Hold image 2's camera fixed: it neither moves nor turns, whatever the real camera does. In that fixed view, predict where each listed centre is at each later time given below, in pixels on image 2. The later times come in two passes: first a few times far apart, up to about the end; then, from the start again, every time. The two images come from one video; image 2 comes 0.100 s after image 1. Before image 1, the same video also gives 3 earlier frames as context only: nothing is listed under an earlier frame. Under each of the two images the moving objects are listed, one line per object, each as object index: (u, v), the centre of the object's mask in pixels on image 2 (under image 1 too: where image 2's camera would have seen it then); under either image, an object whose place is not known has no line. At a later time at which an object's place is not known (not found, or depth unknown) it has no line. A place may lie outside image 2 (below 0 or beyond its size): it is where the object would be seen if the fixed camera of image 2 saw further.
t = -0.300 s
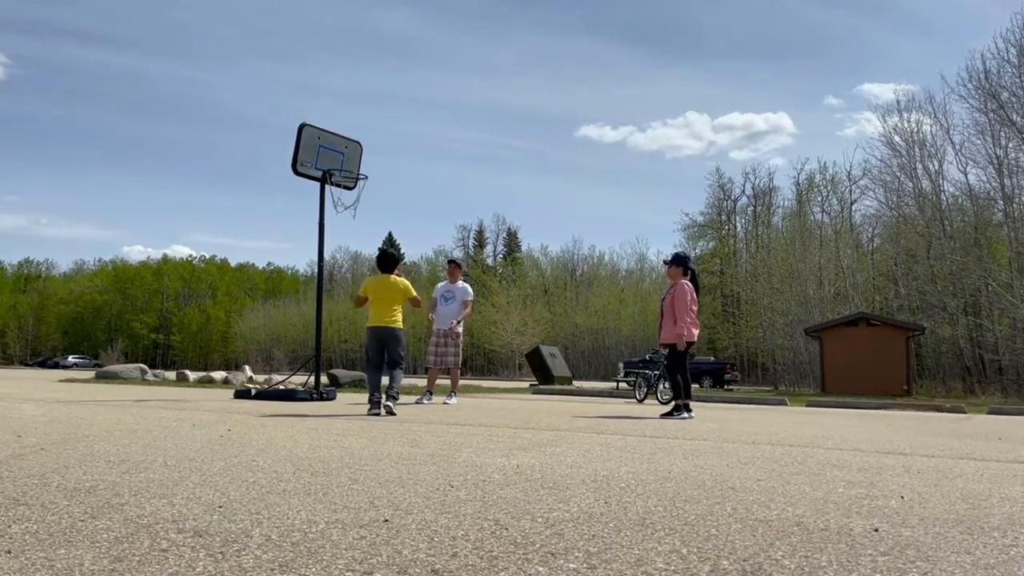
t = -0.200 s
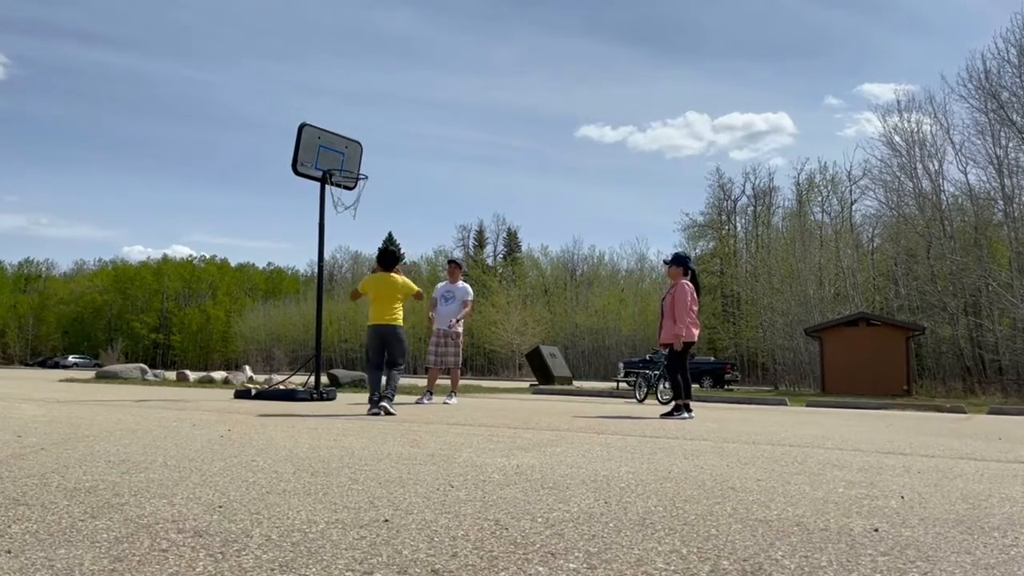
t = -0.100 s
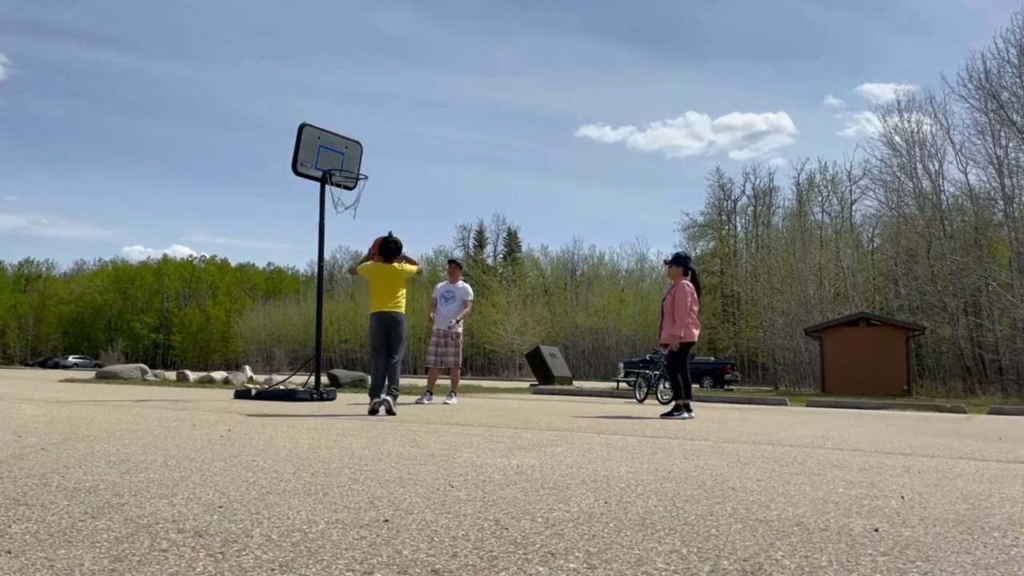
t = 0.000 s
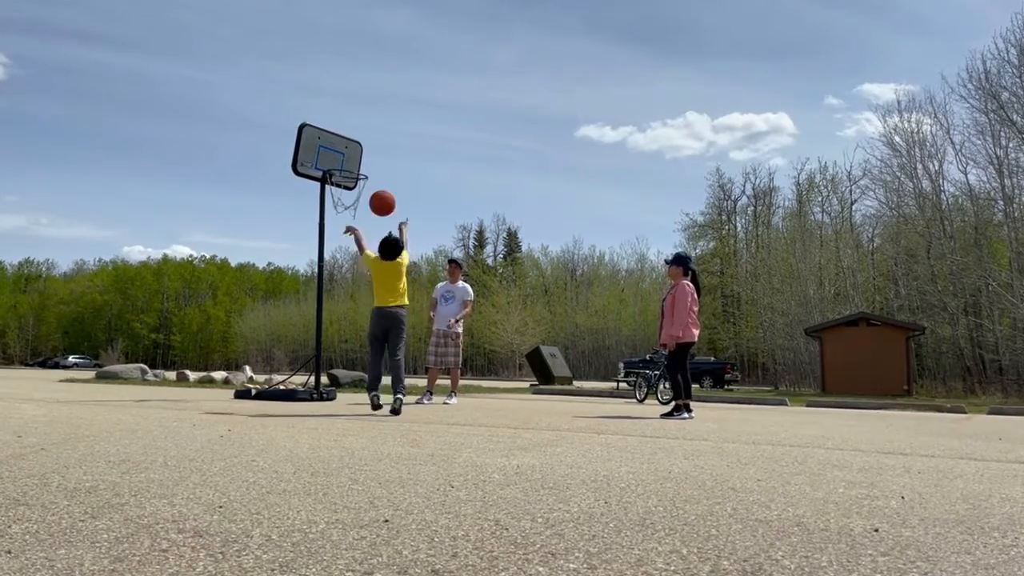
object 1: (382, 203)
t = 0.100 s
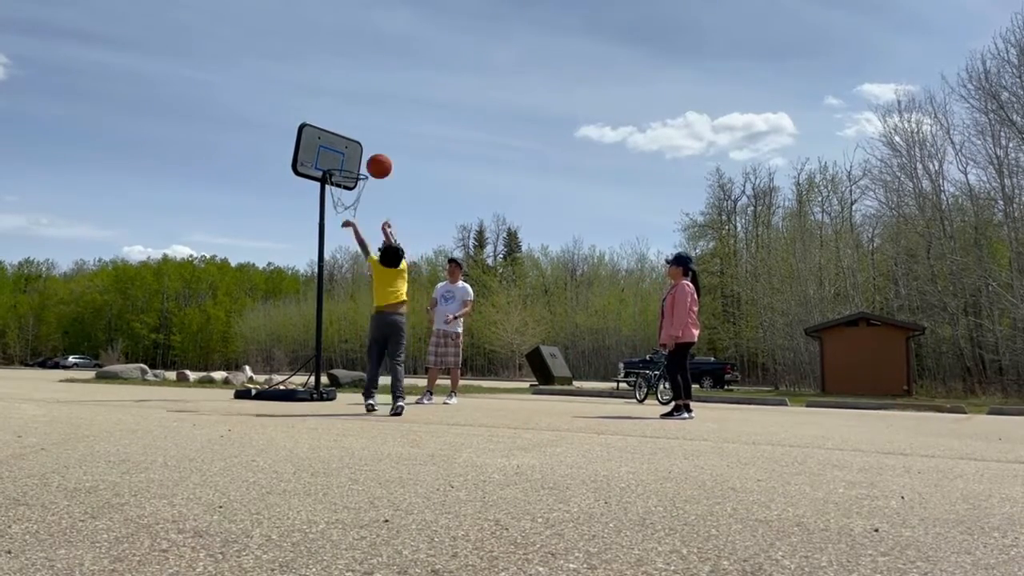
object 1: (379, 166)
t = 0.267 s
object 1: (373, 131)
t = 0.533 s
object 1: (364, 132)
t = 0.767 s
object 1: (355, 179)
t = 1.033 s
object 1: (342, 194)
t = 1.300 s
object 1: (351, 196)
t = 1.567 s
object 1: (355, 202)
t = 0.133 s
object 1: (378, 156)
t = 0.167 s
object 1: (377, 148)
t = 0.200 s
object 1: (375, 142)
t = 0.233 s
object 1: (374, 136)
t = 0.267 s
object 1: (373, 131)
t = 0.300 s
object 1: (372, 128)
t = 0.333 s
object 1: (371, 126)
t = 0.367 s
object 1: (370, 124)
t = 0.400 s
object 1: (368, 124)
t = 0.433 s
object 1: (367, 125)
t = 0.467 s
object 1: (366, 126)
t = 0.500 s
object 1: (365, 129)
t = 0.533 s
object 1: (364, 132)
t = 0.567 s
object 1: (363, 136)
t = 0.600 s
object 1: (362, 142)
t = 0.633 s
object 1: (360, 148)
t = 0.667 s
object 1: (359, 155)
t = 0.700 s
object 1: (357, 162)
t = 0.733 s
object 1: (356, 170)
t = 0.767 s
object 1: (355, 179)
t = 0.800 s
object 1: (349, 186)
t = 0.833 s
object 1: (345, 193)
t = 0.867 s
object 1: (343, 195)
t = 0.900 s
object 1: (342, 195)
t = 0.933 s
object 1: (342, 194)
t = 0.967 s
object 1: (342, 194)
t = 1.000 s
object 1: (342, 194)
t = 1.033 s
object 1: (342, 194)
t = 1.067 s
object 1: (342, 195)
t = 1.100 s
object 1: (343, 195)
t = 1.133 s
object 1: (344, 196)
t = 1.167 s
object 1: (345, 196)
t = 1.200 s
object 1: (347, 196)
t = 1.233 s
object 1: (348, 196)
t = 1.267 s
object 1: (350, 196)
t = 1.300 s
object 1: (351, 196)
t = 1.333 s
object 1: (353, 196)
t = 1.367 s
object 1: (354, 196)
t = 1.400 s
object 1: (355, 196)
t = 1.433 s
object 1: (355, 196)
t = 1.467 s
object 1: (355, 196)
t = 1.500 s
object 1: (355, 198)
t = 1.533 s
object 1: (355, 199)
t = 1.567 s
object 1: (355, 202)
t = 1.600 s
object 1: (354, 205)
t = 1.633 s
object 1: (354, 210)
